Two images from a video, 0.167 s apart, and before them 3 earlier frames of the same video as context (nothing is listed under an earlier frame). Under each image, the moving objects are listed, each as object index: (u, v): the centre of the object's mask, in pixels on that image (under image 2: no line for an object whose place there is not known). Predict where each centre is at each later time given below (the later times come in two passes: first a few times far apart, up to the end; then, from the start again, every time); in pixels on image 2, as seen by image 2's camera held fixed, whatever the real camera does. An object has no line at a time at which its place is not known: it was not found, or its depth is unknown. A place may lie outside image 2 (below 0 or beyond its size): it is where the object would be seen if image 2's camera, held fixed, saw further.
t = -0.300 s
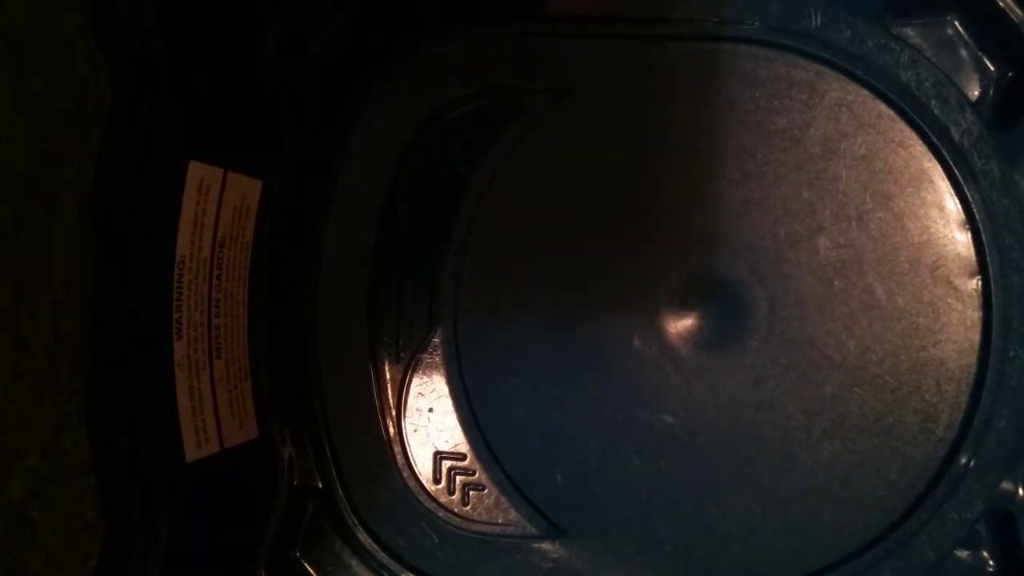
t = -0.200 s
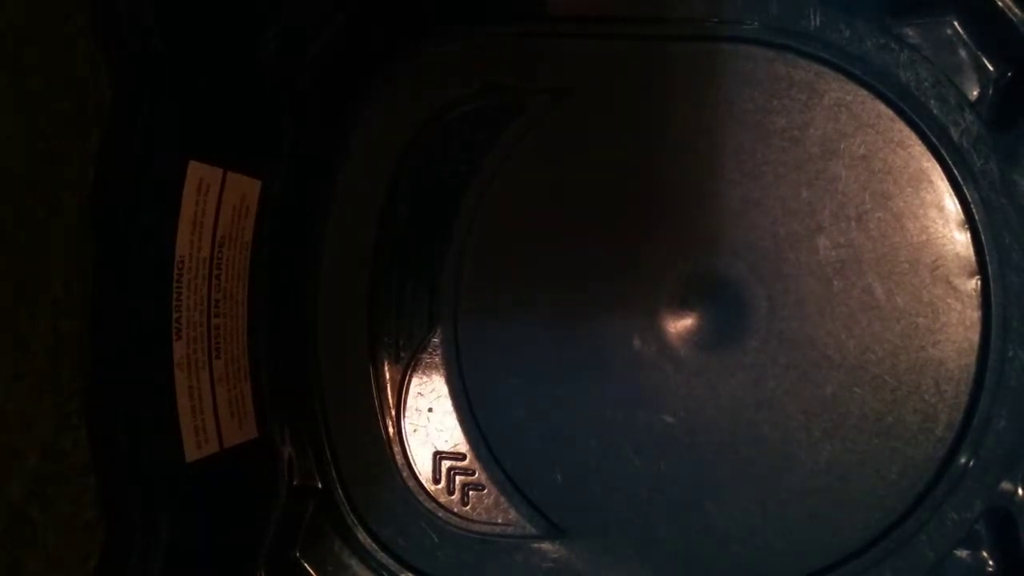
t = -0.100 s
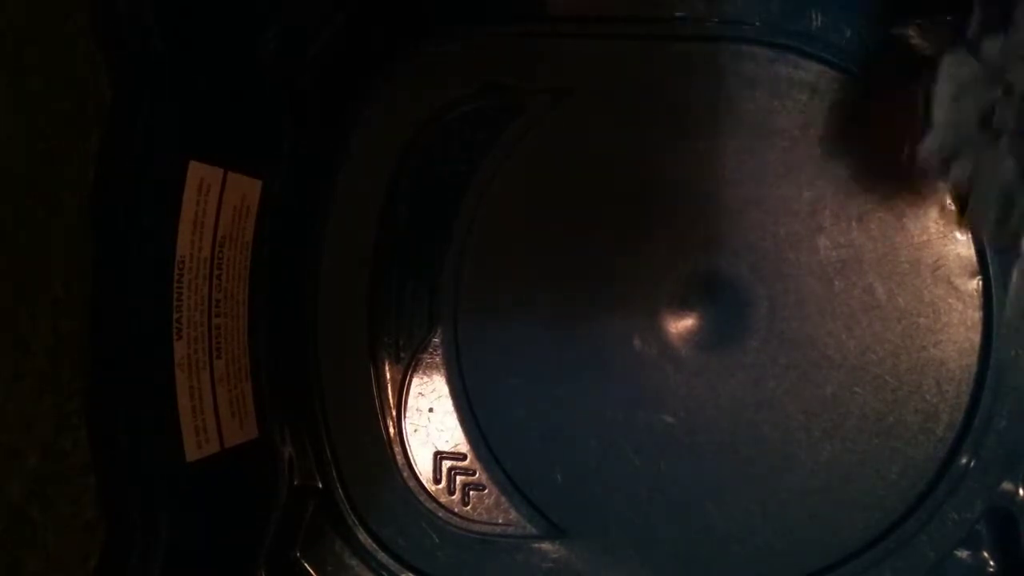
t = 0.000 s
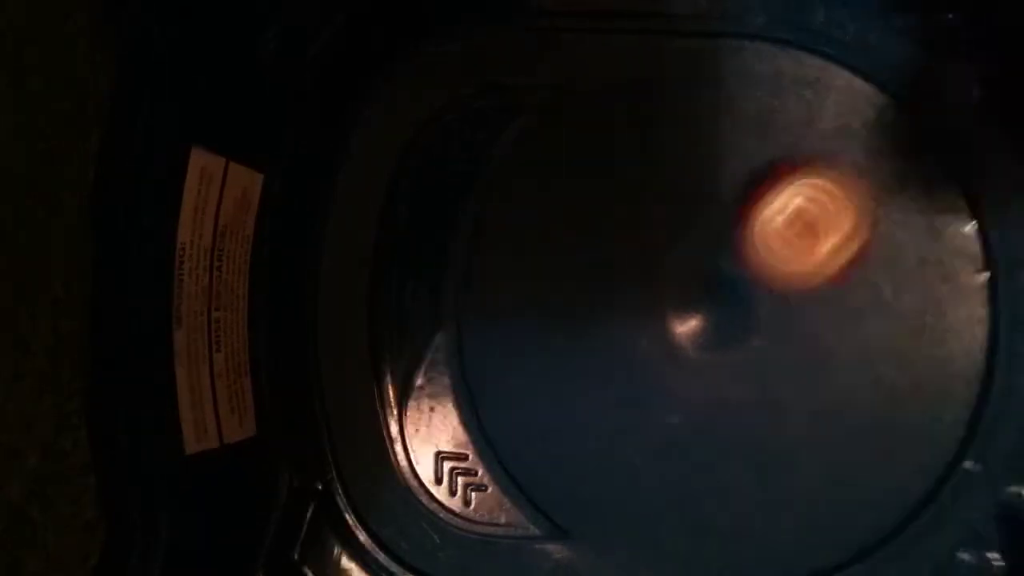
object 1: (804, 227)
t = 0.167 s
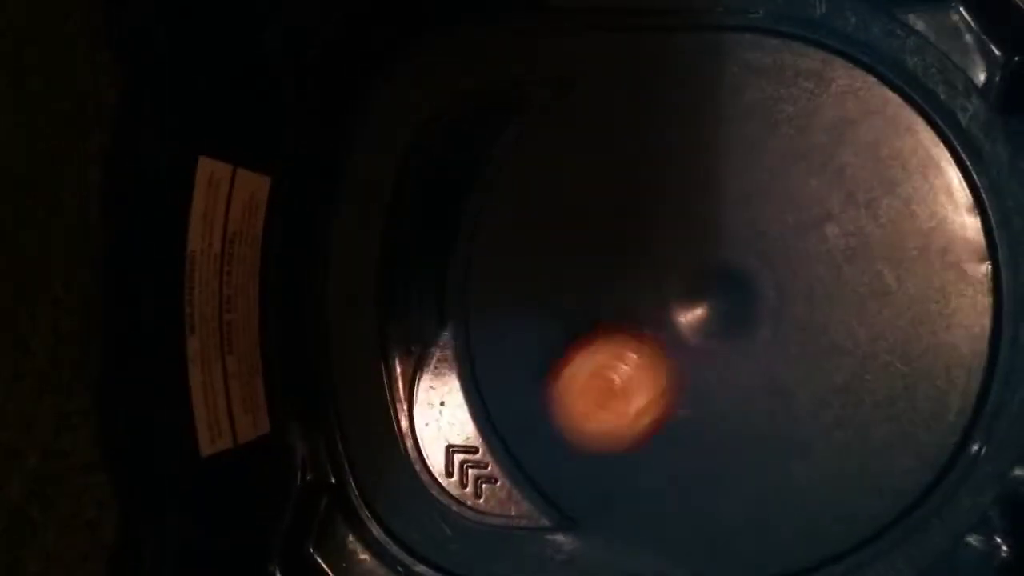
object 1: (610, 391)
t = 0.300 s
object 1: (573, 494)
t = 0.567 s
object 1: (909, 508)
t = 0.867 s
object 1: (992, 253)
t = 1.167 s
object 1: (773, 249)
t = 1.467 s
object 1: (600, 320)
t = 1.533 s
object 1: (566, 365)
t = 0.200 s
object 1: (585, 420)
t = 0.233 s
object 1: (567, 452)
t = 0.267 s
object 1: (559, 481)
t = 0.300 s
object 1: (573, 494)
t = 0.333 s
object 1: (598, 498)
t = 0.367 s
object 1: (630, 505)
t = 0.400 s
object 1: (668, 511)
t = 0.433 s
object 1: (710, 517)
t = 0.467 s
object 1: (756, 521)
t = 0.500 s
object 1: (805, 522)
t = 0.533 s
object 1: (860, 522)
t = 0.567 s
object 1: (909, 508)
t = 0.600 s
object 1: (945, 483)
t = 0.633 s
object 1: (969, 444)
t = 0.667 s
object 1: (984, 404)
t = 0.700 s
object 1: (996, 368)
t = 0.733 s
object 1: (996, 332)
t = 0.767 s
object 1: (996, 305)
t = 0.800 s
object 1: (996, 281)
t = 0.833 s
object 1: (995, 265)
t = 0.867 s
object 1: (992, 253)
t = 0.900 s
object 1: (990, 249)
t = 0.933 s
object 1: (985, 246)
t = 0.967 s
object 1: (974, 244)
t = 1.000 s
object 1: (947, 241)
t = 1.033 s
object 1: (901, 236)
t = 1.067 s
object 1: (865, 233)
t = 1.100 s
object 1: (832, 235)
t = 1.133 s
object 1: (801, 241)
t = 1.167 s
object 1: (773, 249)
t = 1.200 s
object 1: (746, 261)
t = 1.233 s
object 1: (725, 272)
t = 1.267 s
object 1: (711, 277)
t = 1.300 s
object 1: (697, 280)
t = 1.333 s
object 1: (681, 280)
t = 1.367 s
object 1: (663, 282)
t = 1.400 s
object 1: (640, 289)
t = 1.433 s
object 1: (620, 302)
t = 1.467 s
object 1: (600, 320)
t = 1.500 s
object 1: (580, 342)
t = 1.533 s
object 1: (566, 365)
